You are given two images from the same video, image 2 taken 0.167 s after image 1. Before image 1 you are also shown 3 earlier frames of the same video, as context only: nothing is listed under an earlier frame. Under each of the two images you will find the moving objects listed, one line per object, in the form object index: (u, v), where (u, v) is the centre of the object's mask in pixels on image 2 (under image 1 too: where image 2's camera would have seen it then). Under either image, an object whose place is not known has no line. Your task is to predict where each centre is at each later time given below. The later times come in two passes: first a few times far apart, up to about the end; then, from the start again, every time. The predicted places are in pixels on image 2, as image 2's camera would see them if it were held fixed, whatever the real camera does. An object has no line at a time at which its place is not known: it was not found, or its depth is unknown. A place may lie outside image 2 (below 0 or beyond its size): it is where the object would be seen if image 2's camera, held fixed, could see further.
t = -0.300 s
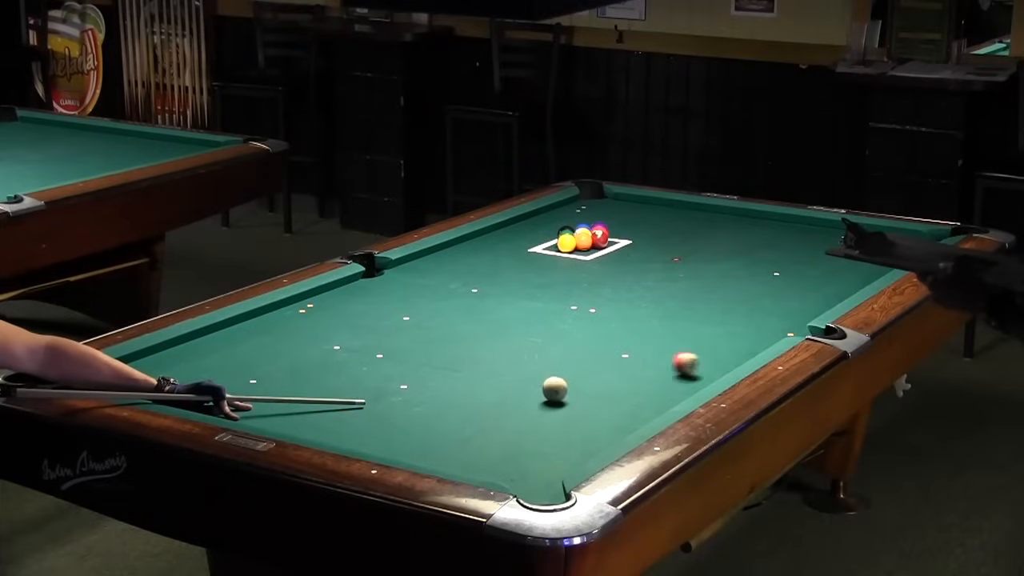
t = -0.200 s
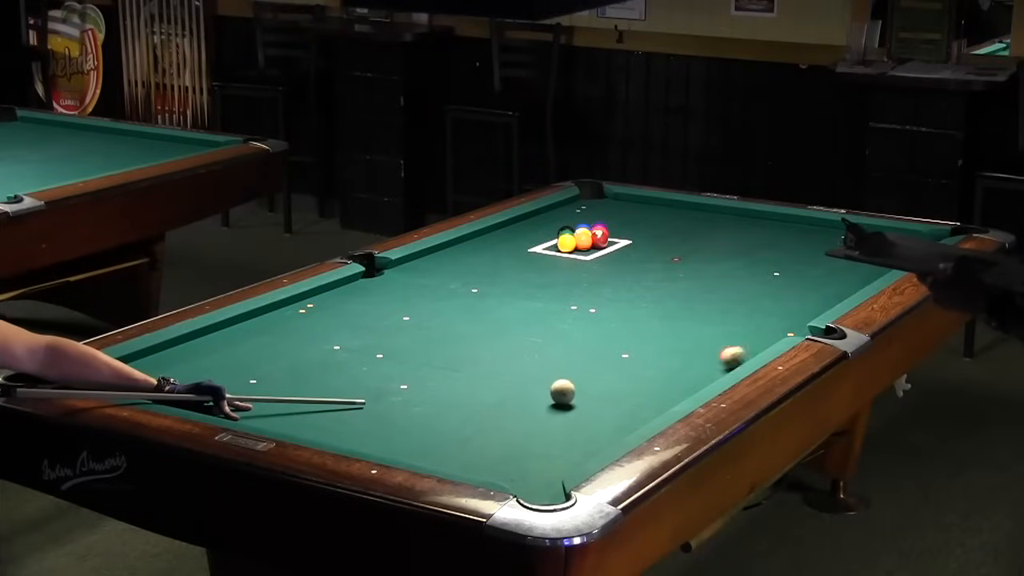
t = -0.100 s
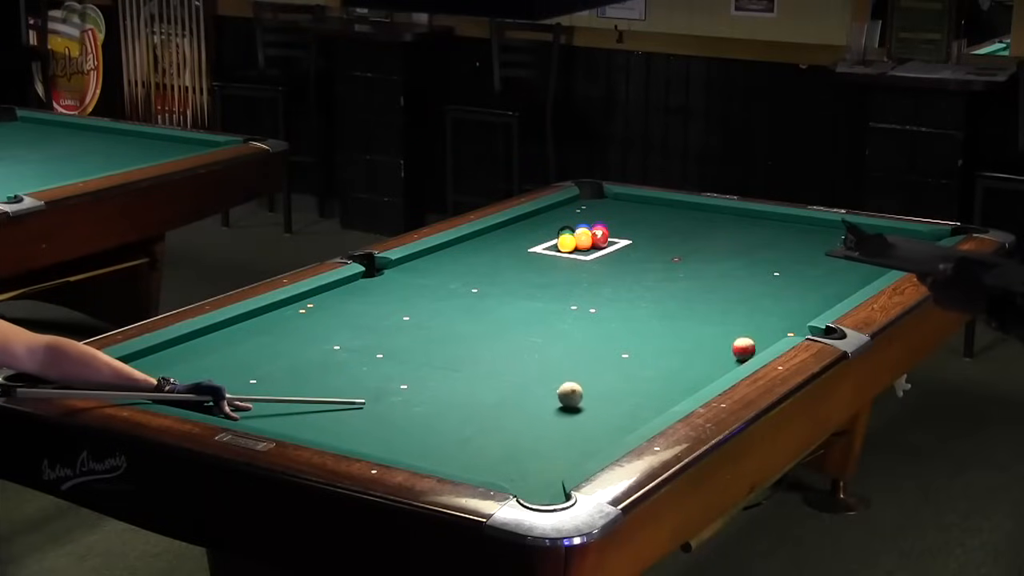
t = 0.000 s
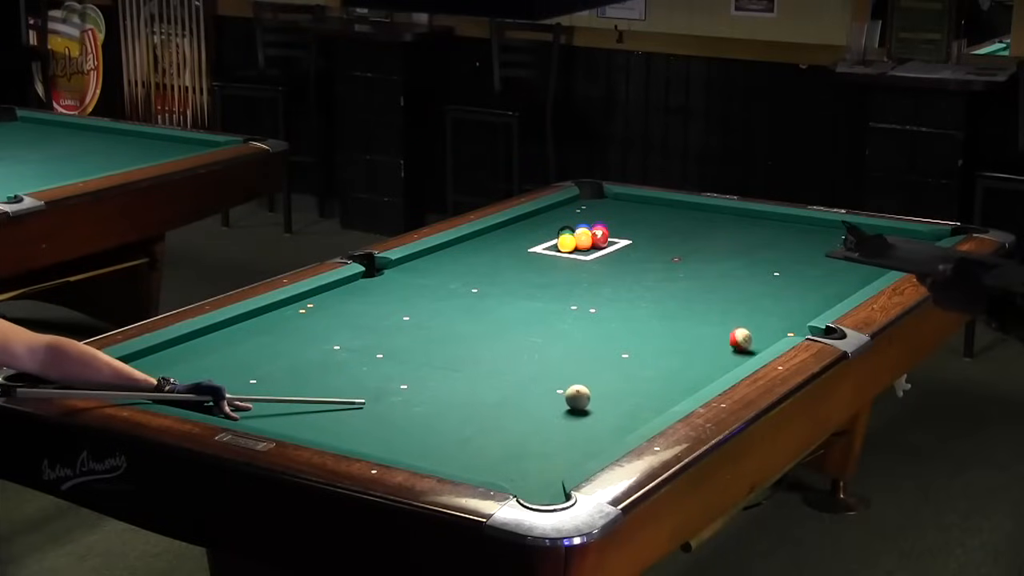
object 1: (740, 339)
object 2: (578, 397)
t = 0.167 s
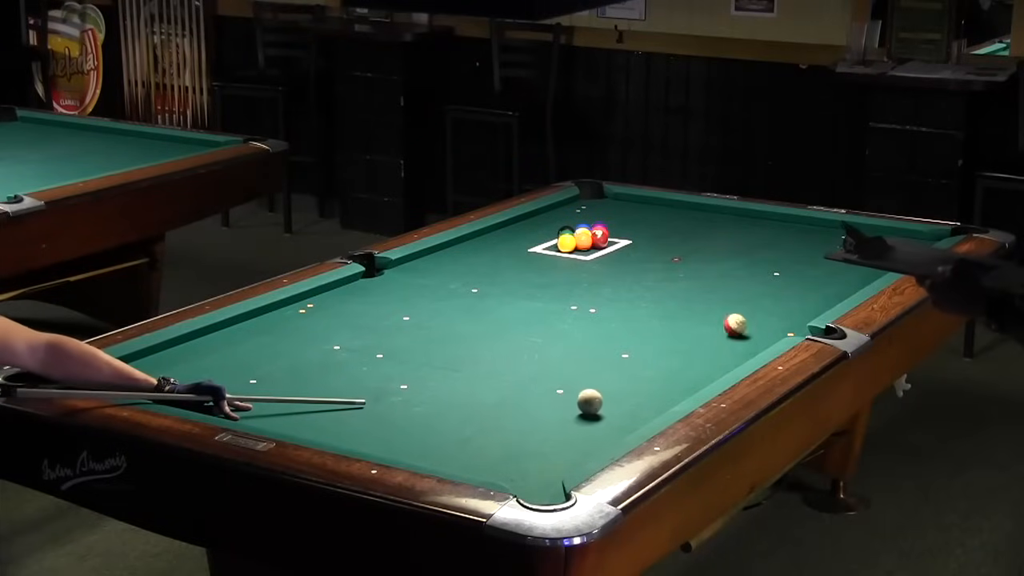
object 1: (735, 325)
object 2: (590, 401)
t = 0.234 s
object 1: (733, 319)
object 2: (594, 403)
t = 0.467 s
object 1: (726, 301)
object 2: (610, 408)
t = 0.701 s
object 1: (720, 285)
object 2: (624, 413)
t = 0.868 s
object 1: (717, 275)
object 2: (633, 416)
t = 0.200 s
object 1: (734, 321)
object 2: (592, 402)
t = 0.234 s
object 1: (733, 319)
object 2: (594, 403)
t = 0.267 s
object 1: (731, 317)
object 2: (596, 404)
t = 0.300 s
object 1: (731, 314)
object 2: (599, 405)
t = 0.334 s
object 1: (730, 311)
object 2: (601, 405)
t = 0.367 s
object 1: (729, 308)
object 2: (603, 406)
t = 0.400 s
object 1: (728, 306)
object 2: (605, 407)
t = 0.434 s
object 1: (727, 304)
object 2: (607, 408)
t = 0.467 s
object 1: (726, 301)
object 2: (610, 408)
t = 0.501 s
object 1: (725, 299)
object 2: (612, 409)
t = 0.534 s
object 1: (724, 296)
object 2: (614, 410)
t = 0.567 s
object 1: (724, 294)
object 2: (616, 411)
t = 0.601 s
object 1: (723, 292)
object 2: (618, 411)
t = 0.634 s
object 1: (722, 289)
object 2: (620, 412)
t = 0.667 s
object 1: (721, 288)
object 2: (622, 413)
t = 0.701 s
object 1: (720, 285)
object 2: (624, 413)
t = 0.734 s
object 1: (720, 283)
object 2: (626, 414)
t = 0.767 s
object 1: (719, 281)
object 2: (627, 414)
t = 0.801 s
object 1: (718, 279)
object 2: (629, 415)
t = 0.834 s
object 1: (717, 277)
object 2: (631, 416)
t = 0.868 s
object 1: (717, 275)
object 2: (633, 416)
